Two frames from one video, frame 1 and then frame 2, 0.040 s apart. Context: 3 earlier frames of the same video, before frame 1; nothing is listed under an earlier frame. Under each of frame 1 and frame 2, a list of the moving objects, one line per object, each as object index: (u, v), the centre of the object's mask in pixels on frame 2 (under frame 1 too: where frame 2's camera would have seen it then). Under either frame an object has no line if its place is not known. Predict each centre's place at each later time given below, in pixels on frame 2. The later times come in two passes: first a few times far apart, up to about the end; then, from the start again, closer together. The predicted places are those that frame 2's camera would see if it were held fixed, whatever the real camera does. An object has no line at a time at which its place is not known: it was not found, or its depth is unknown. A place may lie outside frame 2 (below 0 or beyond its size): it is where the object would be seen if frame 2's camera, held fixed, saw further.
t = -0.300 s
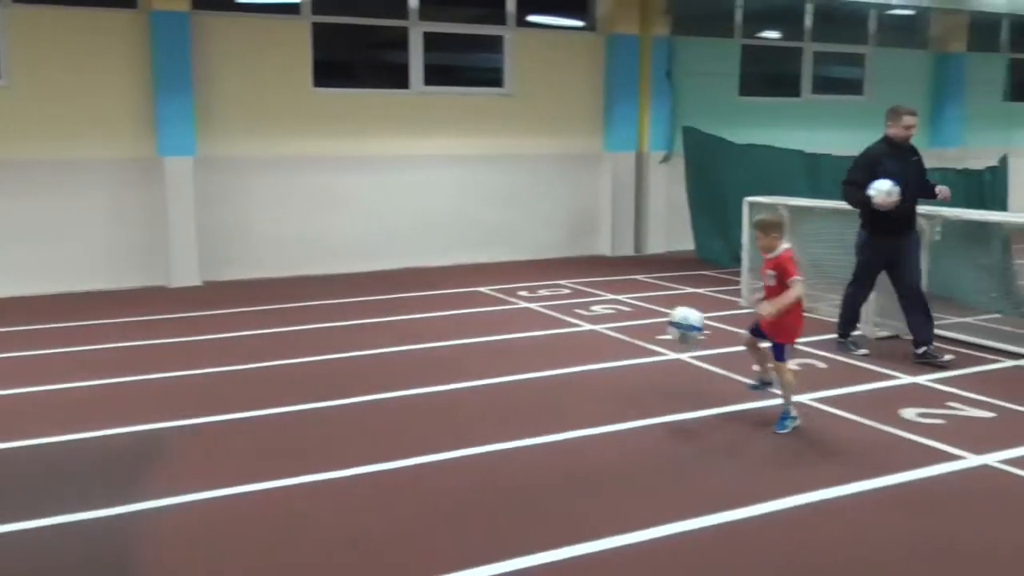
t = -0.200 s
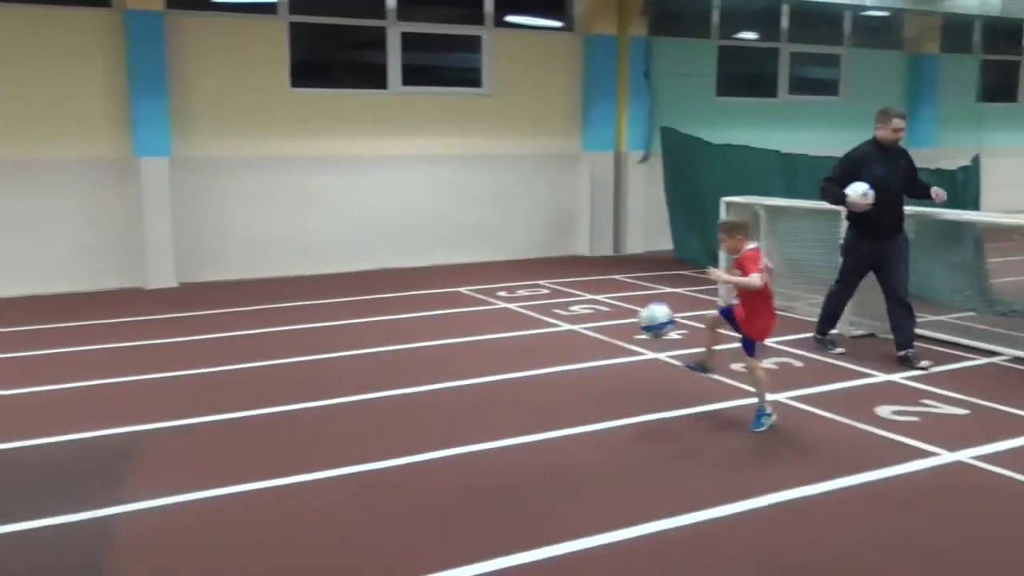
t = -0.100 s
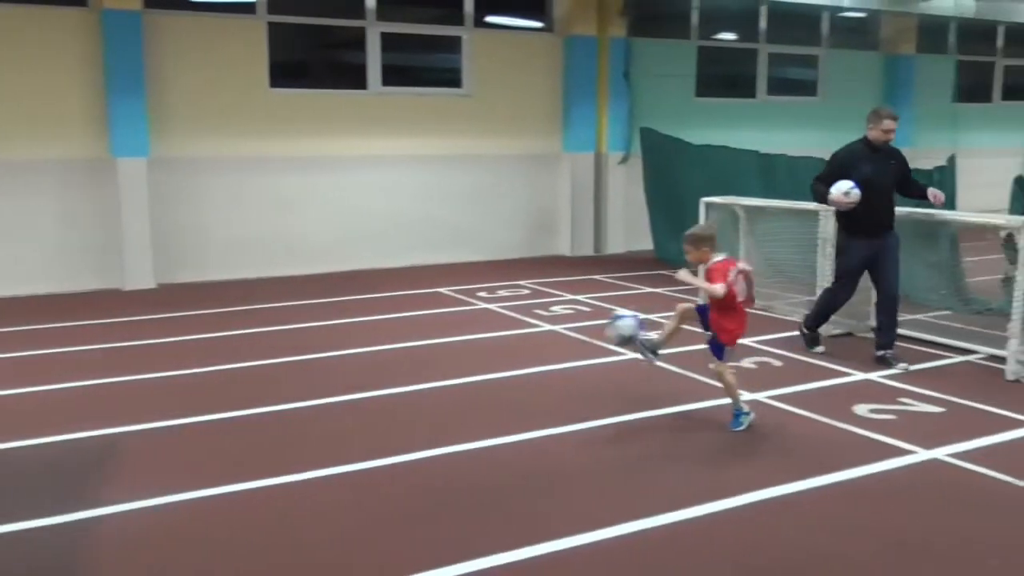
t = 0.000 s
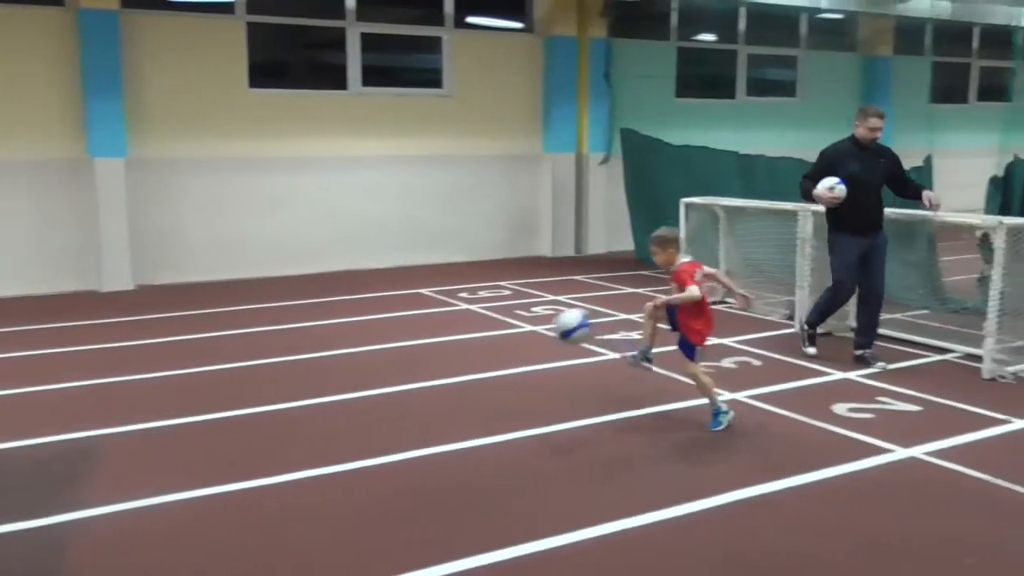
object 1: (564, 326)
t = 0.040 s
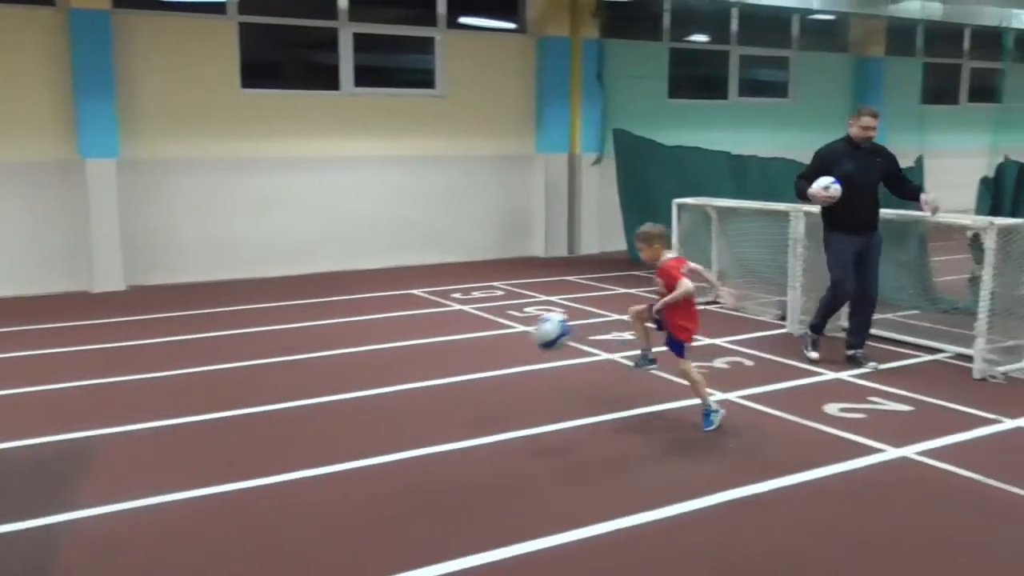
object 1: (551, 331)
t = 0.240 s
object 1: (480, 397)
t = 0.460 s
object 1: (415, 398)
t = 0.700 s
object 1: (343, 416)
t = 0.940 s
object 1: (265, 452)
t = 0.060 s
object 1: (544, 333)
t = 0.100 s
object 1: (530, 343)
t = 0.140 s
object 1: (516, 353)
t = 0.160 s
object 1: (508, 359)
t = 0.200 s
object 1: (494, 378)
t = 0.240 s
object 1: (480, 397)
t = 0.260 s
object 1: (473, 407)
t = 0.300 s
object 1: (459, 431)
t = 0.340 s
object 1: (446, 430)
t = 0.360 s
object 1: (442, 424)
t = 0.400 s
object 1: (432, 411)
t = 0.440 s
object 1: (420, 402)
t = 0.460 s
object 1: (415, 398)
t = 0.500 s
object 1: (403, 393)
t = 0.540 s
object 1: (390, 392)
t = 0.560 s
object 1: (385, 393)
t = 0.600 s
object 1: (375, 395)
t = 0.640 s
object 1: (362, 402)
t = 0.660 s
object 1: (356, 405)
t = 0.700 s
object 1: (343, 416)
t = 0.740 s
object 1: (331, 429)
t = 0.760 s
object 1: (326, 437)
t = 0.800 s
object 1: (314, 456)
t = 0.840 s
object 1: (301, 477)
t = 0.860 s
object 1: (293, 470)
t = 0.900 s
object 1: (280, 459)
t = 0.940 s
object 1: (265, 452)
